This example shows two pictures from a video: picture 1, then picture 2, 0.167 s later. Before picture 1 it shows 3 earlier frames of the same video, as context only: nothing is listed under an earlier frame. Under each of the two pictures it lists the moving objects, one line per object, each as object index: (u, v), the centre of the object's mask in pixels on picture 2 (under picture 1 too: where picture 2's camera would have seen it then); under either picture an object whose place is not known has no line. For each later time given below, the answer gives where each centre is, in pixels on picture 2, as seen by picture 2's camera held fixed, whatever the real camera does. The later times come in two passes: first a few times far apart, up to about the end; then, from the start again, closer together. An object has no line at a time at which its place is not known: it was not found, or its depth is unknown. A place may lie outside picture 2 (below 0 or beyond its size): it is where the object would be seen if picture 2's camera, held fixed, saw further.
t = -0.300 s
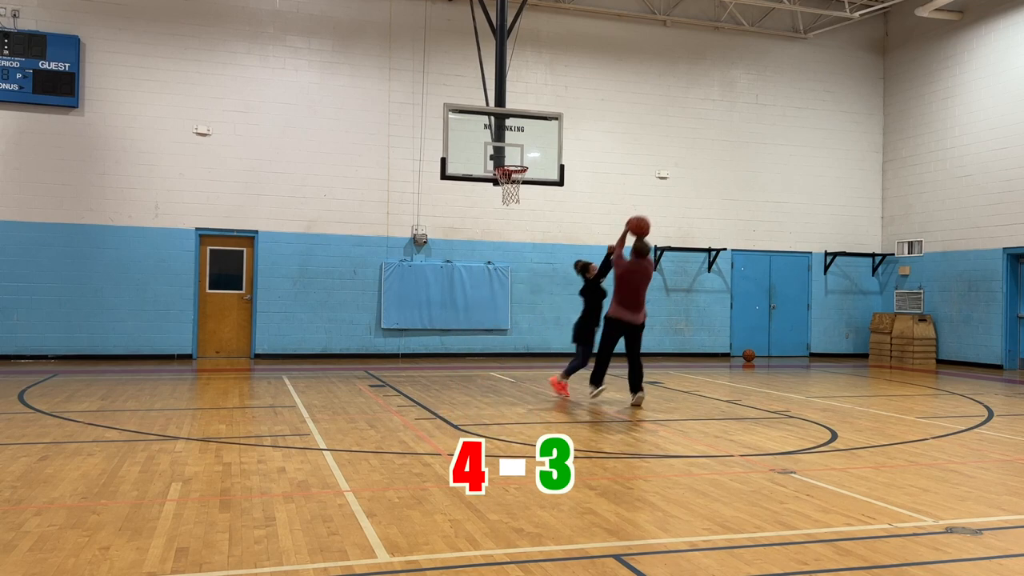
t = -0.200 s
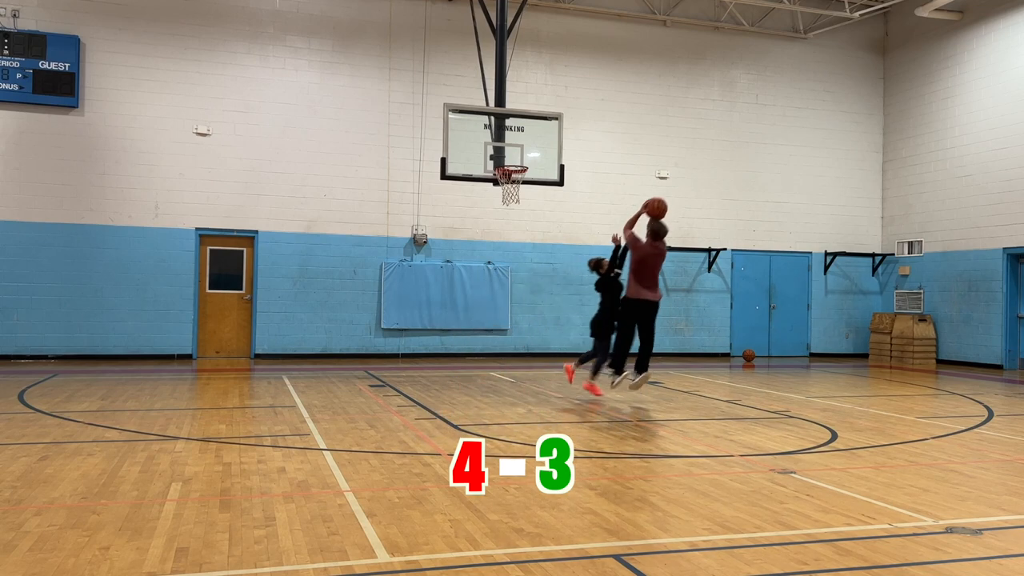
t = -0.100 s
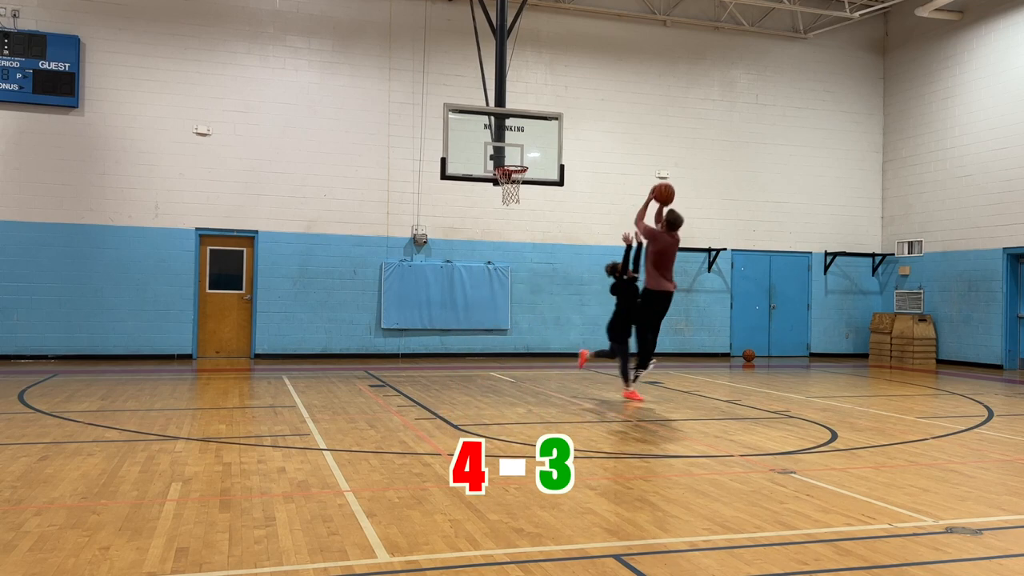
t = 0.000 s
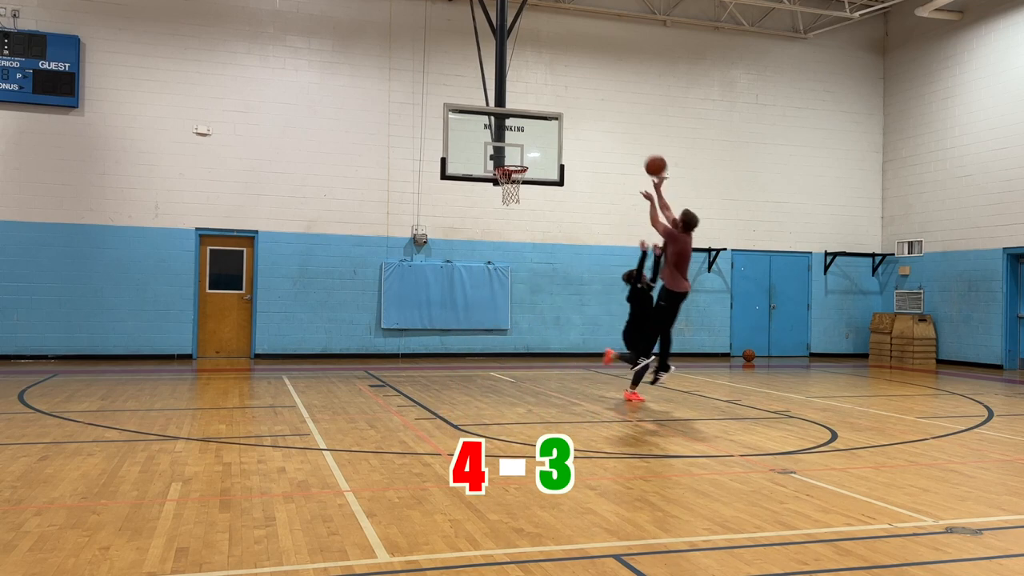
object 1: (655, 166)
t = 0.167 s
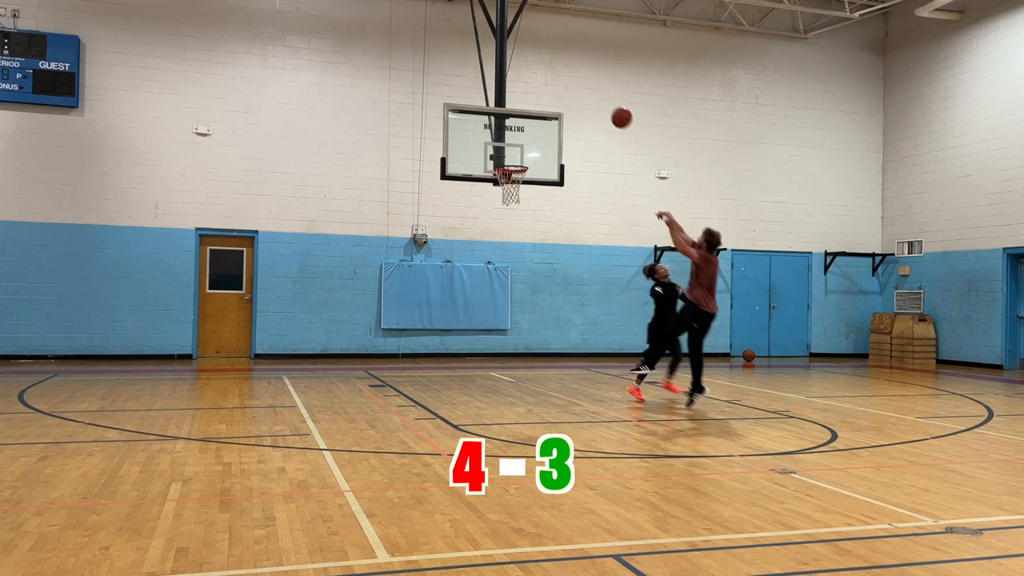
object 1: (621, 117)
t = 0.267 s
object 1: (603, 101)
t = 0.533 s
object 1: (557, 101)
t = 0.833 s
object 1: (513, 158)
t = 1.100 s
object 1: (505, 162)
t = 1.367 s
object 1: (495, 219)
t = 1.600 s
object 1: (484, 326)
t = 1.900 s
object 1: (470, 313)
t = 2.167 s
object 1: (454, 247)
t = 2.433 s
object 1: (437, 247)
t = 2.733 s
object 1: (412, 339)
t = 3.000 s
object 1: (390, 367)
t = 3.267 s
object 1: (367, 312)
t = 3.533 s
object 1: (340, 342)
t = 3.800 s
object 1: (307, 429)
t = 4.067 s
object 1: (274, 373)
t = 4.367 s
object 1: (228, 432)
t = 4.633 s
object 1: (184, 427)
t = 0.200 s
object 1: (615, 111)
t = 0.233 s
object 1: (609, 106)
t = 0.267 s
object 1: (603, 101)
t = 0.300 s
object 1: (596, 98)
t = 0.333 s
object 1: (591, 96)
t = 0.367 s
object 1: (585, 95)
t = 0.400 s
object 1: (579, 94)
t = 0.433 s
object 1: (574, 95)
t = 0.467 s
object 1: (568, 96)
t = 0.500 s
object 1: (563, 98)
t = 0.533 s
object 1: (557, 101)
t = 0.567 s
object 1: (552, 105)
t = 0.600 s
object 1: (547, 109)
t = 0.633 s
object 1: (542, 114)
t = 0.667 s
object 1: (537, 120)
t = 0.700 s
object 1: (532, 126)
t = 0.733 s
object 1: (527, 133)
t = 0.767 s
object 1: (522, 141)
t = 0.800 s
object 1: (518, 150)
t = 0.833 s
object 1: (513, 158)
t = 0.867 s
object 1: (512, 158)
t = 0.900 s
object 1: (511, 156)
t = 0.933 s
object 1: (511, 156)
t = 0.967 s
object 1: (510, 155)
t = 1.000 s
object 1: (509, 156)
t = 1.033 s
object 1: (508, 157)
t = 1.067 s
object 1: (506, 159)
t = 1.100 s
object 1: (505, 162)
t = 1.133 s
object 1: (504, 167)
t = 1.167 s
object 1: (502, 171)
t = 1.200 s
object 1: (501, 176)
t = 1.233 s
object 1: (500, 182)
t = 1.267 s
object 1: (499, 191)
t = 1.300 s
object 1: (498, 199)
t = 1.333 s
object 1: (497, 209)
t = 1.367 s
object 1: (495, 219)
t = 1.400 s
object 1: (493, 231)
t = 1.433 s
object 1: (492, 244)
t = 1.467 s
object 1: (491, 258)
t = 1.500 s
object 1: (489, 273)
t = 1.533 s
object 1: (487, 290)
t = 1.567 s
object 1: (486, 307)
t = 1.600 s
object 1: (484, 326)
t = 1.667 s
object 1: (481, 369)
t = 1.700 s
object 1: (479, 392)
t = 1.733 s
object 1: (478, 383)
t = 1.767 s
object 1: (476, 367)
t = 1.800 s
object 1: (474, 352)
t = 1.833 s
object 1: (473, 339)
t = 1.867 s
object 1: (471, 325)
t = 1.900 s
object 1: (470, 313)
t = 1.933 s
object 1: (468, 301)
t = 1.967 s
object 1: (466, 290)
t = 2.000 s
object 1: (464, 281)
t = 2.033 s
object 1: (462, 272)
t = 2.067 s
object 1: (460, 264)
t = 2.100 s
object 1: (459, 257)
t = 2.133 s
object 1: (456, 252)
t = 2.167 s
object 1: (454, 247)
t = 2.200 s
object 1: (452, 243)
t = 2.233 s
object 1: (450, 241)
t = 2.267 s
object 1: (448, 239)
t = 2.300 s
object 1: (446, 238)
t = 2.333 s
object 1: (444, 239)
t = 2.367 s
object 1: (441, 241)
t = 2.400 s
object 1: (439, 243)
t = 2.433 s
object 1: (437, 247)
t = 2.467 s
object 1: (434, 252)
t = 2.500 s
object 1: (432, 259)
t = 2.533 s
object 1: (429, 266)
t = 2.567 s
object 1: (426, 275)
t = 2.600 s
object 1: (423, 286)
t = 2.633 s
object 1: (421, 296)
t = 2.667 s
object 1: (418, 309)
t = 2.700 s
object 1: (415, 323)
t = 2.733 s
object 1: (412, 339)
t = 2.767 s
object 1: (409, 356)
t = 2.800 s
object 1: (406, 373)
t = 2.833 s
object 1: (403, 393)
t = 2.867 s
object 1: (399, 416)
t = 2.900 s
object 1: (397, 407)
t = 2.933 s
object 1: (395, 392)
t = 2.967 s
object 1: (393, 379)
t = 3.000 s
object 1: (390, 367)
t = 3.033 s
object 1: (387, 356)
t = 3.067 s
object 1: (384, 346)
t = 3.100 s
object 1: (382, 338)
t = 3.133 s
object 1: (379, 330)
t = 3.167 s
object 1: (376, 324)
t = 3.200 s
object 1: (373, 319)
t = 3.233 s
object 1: (370, 315)
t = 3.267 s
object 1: (367, 312)
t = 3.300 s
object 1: (364, 311)
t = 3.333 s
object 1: (361, 311)
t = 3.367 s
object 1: (357, 313)
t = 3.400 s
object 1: (354, 315)
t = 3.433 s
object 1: (351, 319)
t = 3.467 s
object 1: (347, 325)
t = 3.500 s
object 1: (343, 332)
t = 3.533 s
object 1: (340, 342)
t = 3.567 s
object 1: (335, 352)
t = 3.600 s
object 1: (332, 364)
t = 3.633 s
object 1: (328, 377)
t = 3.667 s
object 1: (324, 392)
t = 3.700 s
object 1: (320, 409)
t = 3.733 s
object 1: (315, 428)
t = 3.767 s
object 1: (310, 443)
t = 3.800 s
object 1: (307, 429)
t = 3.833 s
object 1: (303, 417)
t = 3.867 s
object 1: (299, 407)
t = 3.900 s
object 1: (295, 397)
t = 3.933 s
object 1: (291, 389)
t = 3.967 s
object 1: (287, 383)
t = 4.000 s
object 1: (283, 378)
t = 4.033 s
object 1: (279, 375)
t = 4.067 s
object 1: (274, 373)
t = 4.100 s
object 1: (269, 372)
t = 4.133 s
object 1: (265, 374)
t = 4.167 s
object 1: (260, 377)
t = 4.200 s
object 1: (255, 382)
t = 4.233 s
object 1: (250, 387)
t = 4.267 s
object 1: (244, 396)
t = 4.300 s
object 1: (239, 407)
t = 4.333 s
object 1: (234, 419)
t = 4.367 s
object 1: (228, 432)
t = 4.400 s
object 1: (222, 449)
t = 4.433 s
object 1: (216, 468)
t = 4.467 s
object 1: (210, 468)
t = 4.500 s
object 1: (205, 457)
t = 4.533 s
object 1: (200, 447)
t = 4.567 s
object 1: (195, 438)
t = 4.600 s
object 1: (190, 432)
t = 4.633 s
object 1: (184, 427)
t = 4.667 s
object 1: (179, 424)
